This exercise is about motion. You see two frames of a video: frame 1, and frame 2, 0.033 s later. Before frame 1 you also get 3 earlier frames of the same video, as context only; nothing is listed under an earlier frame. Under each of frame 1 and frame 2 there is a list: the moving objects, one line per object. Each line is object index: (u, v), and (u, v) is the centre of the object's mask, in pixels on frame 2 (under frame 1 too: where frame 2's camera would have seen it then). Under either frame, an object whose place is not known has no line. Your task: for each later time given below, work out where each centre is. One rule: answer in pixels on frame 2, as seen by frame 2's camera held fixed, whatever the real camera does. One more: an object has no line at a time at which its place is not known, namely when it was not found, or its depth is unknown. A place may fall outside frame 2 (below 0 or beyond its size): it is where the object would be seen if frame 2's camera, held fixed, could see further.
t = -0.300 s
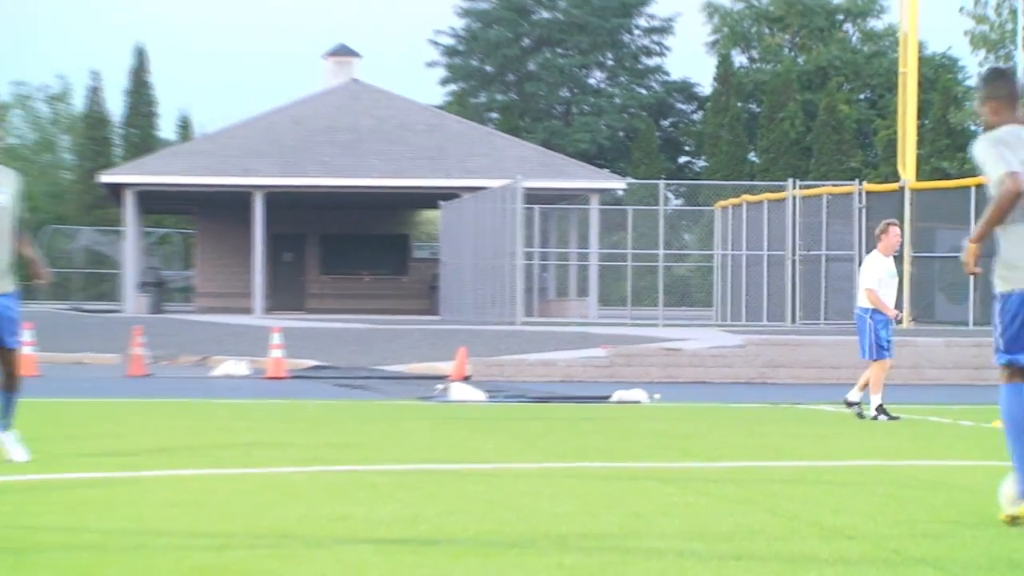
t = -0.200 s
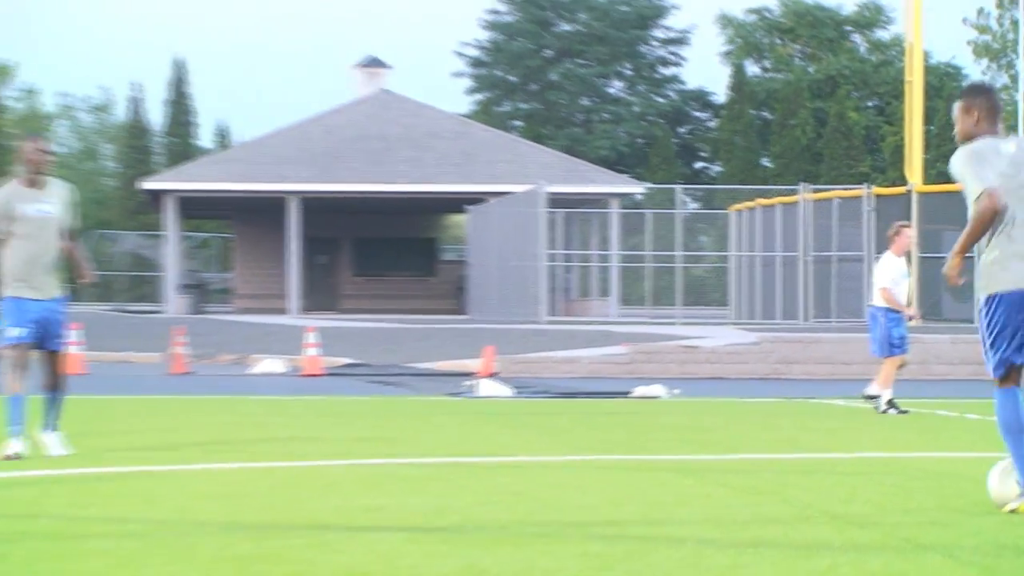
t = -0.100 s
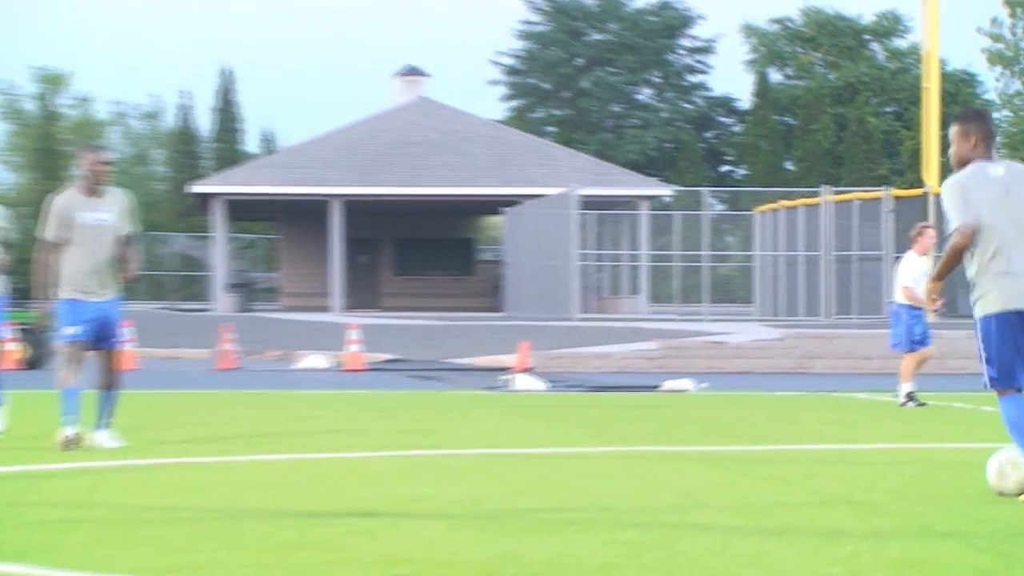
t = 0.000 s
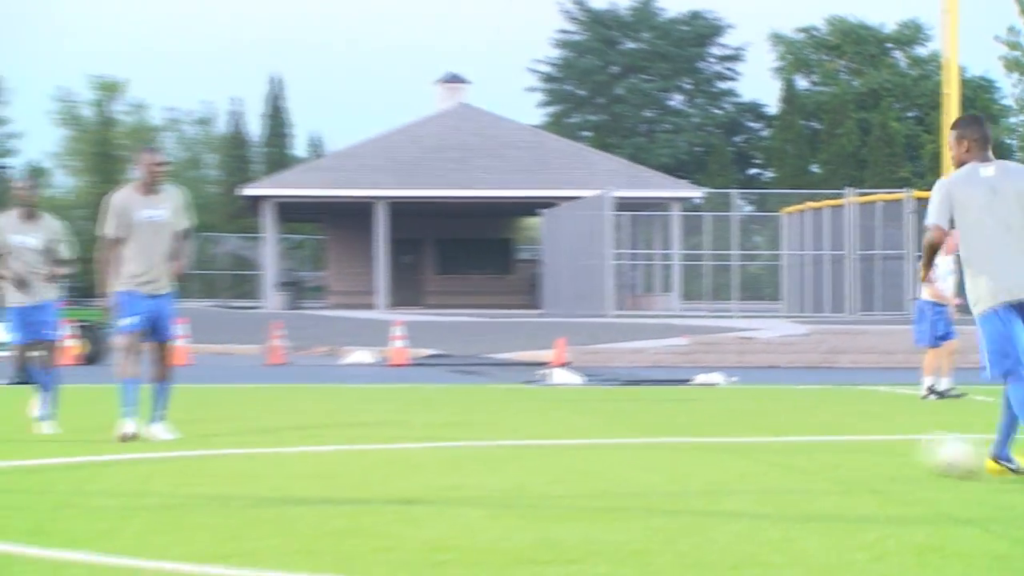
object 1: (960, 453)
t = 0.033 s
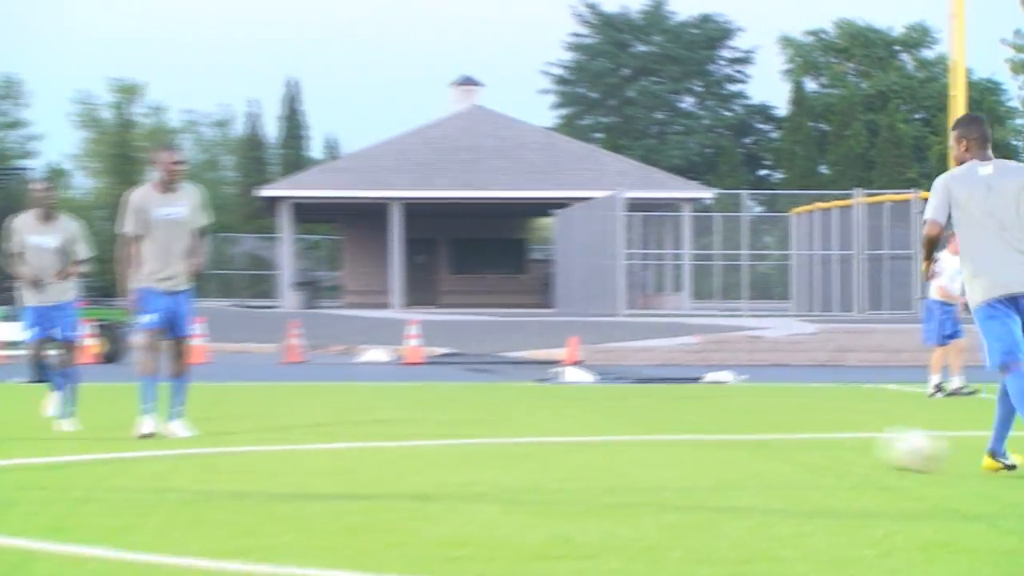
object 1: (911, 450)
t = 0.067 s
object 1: (865, 449)
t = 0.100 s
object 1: (821, 449)
